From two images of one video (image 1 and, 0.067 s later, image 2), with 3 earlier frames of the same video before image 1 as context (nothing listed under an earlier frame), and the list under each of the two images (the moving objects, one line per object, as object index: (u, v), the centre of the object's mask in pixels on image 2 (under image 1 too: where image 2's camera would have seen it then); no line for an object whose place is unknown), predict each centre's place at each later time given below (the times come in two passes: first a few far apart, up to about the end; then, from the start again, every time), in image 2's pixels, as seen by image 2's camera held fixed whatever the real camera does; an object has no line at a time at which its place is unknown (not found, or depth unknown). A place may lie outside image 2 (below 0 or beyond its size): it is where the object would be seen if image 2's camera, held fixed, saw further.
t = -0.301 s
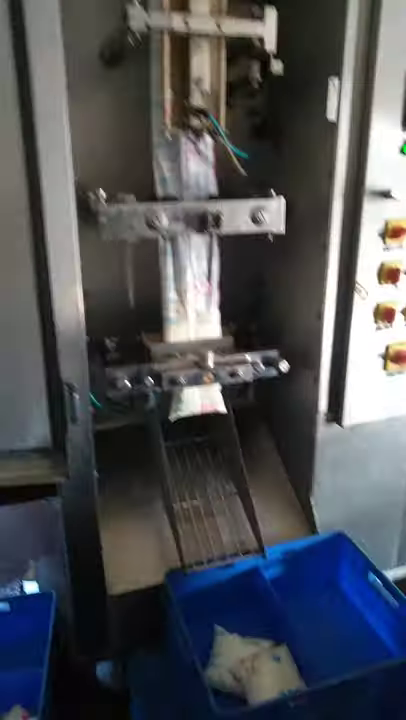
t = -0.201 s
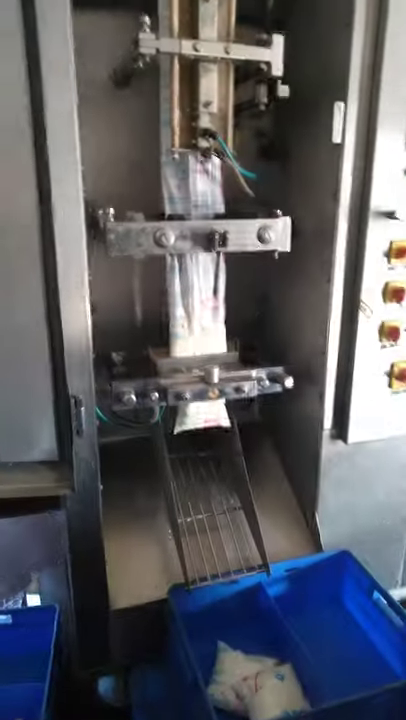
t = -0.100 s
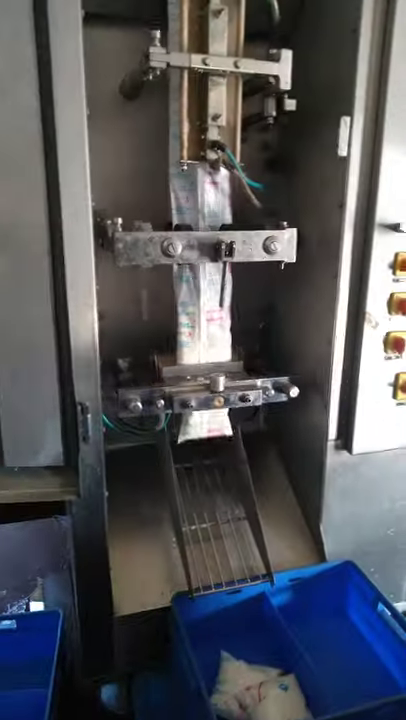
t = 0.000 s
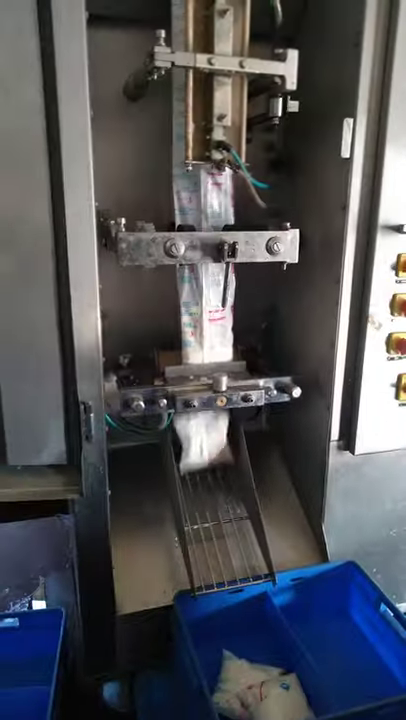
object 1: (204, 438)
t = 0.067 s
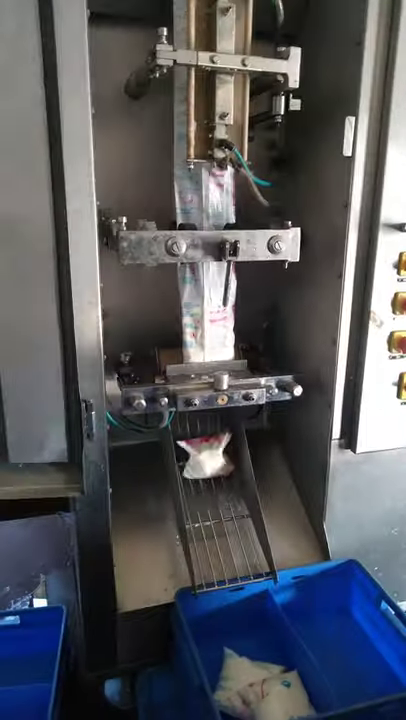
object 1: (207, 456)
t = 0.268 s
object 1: (216, 516)
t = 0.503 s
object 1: (241, 622)
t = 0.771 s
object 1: (245, 659)
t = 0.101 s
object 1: (207, 459)
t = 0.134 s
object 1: (209, 467)
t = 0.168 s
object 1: (212, 480)
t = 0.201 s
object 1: (213, 496)
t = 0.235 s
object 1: (215, 509)
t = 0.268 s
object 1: (216, 516)
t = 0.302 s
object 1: (219, 525)
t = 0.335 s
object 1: (222, 534)
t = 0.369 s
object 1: (224, 547)
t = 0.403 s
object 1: (230, 560)
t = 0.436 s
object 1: (229, 576)
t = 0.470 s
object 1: (236, 599)
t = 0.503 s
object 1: (241, 622)
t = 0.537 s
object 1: (242, 646)
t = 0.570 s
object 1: (247, 660)
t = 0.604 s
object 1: (249, 665)
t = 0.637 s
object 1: (248, 668)
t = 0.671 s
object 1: (246, 666)
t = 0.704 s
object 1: (245, 664)
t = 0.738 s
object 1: (245, 664)
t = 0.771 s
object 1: (245, 659)
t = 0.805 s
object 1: (243, 655)
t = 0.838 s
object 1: (243, 652)
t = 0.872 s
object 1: (242, 650)
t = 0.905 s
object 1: (241, 647)
